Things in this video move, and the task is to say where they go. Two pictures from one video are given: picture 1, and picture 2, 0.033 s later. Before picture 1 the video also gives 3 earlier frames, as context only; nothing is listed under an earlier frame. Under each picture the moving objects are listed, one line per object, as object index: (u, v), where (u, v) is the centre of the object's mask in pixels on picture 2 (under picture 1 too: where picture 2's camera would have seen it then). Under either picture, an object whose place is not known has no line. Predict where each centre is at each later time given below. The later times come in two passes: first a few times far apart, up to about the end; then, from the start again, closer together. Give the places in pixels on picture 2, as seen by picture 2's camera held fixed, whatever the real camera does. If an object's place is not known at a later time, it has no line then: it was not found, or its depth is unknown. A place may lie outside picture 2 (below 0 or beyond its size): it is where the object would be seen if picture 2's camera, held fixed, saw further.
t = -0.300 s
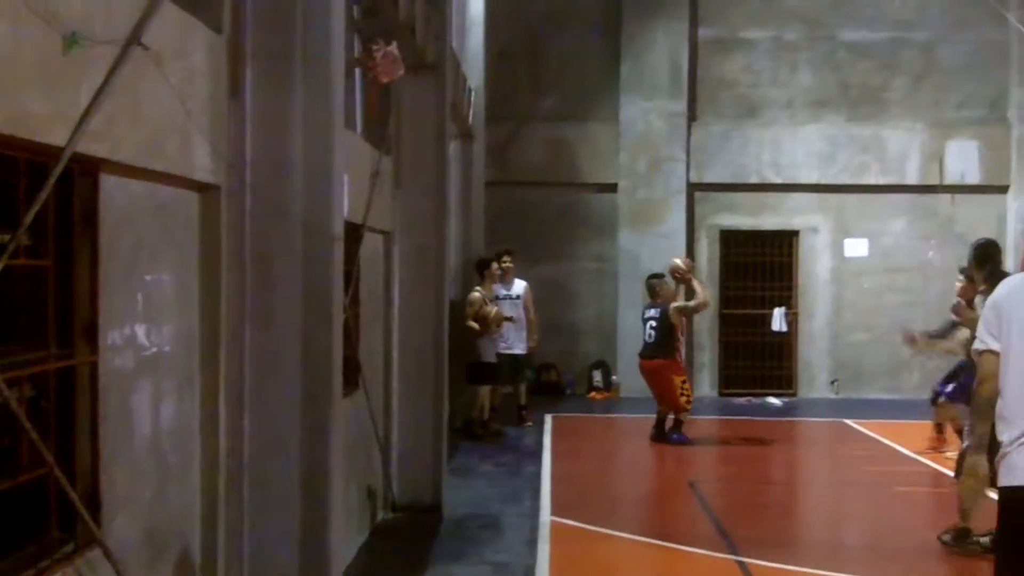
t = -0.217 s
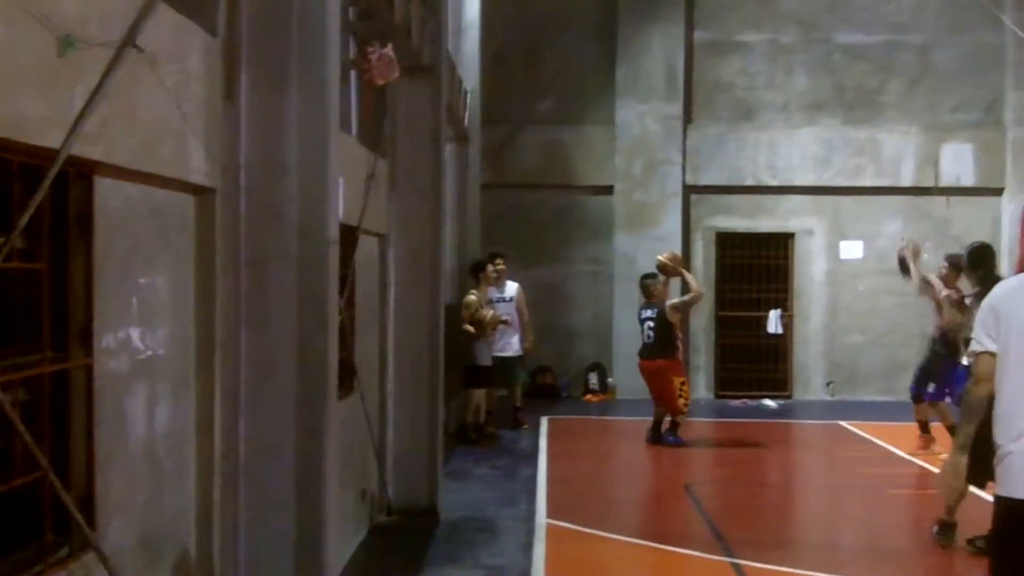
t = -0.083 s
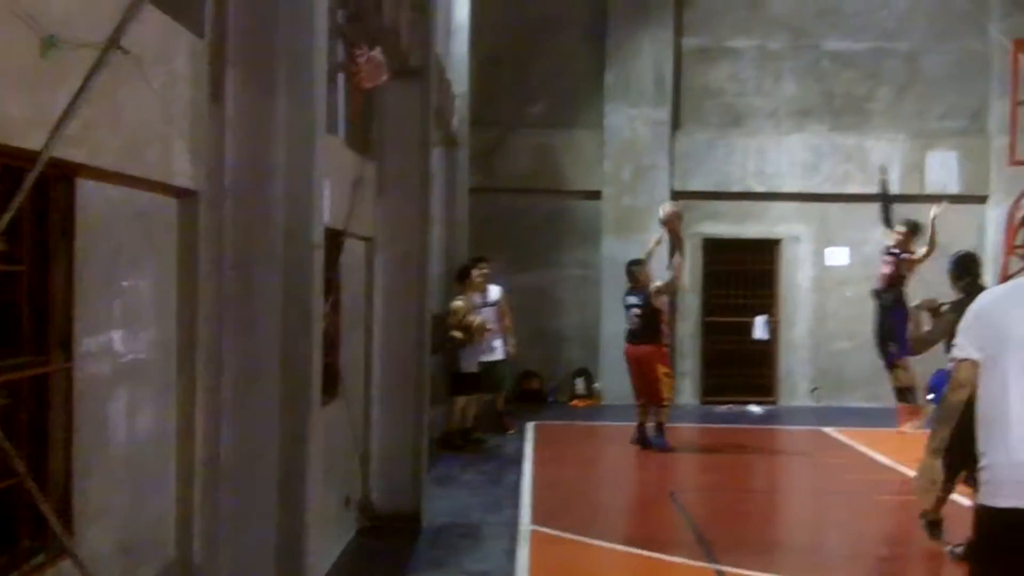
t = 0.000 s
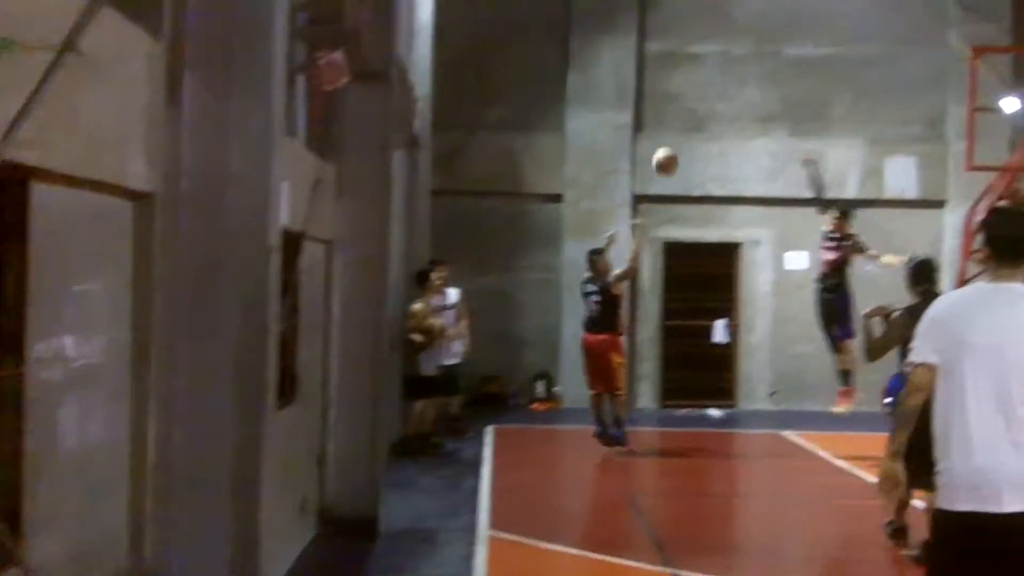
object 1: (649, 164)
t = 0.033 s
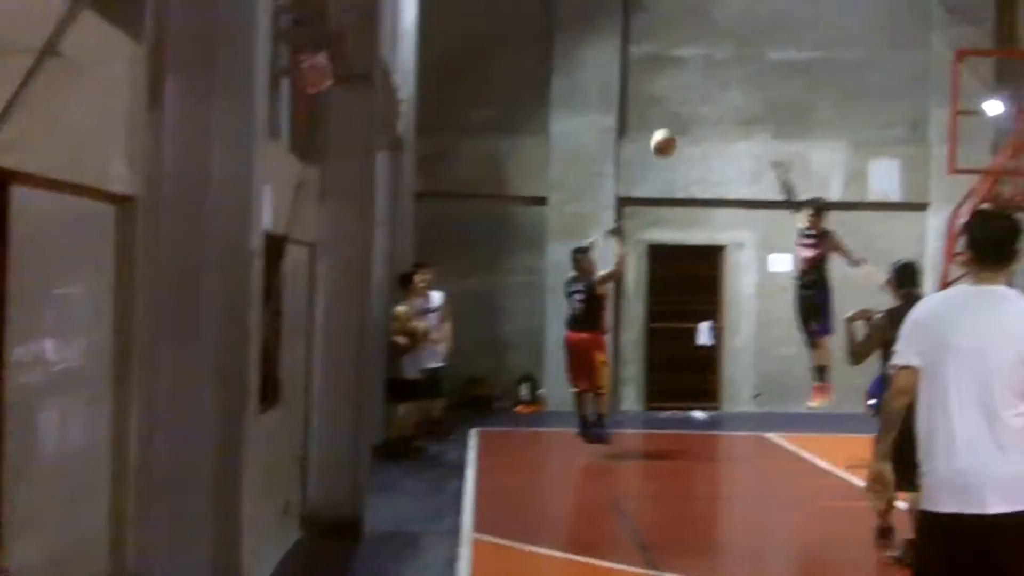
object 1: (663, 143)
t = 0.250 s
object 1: (748, 33)
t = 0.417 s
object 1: (813, -17)
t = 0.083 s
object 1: (683, 113)
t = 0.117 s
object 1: (696, 95)
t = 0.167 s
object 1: (716, 69)
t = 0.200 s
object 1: (729, 54)
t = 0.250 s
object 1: (748, 33)
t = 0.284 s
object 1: (762, 20)
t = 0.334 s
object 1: (782, 3)
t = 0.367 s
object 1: (795, -6)
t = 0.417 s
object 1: (813, -17)
